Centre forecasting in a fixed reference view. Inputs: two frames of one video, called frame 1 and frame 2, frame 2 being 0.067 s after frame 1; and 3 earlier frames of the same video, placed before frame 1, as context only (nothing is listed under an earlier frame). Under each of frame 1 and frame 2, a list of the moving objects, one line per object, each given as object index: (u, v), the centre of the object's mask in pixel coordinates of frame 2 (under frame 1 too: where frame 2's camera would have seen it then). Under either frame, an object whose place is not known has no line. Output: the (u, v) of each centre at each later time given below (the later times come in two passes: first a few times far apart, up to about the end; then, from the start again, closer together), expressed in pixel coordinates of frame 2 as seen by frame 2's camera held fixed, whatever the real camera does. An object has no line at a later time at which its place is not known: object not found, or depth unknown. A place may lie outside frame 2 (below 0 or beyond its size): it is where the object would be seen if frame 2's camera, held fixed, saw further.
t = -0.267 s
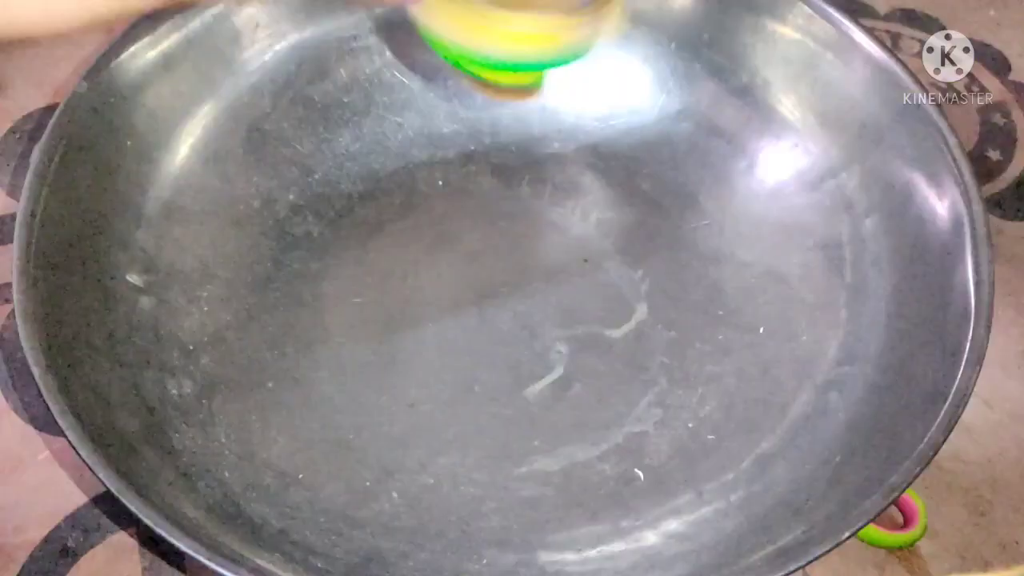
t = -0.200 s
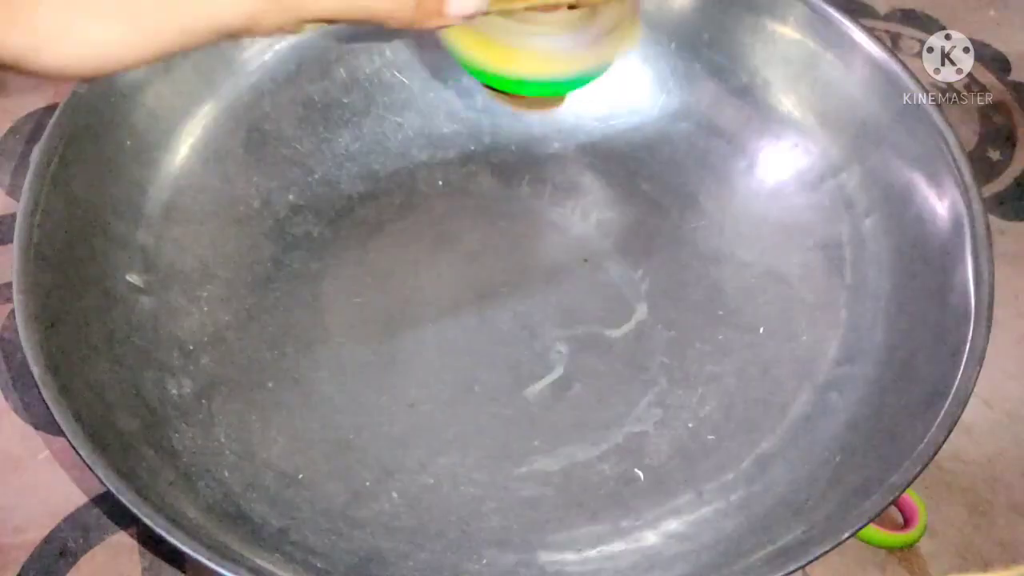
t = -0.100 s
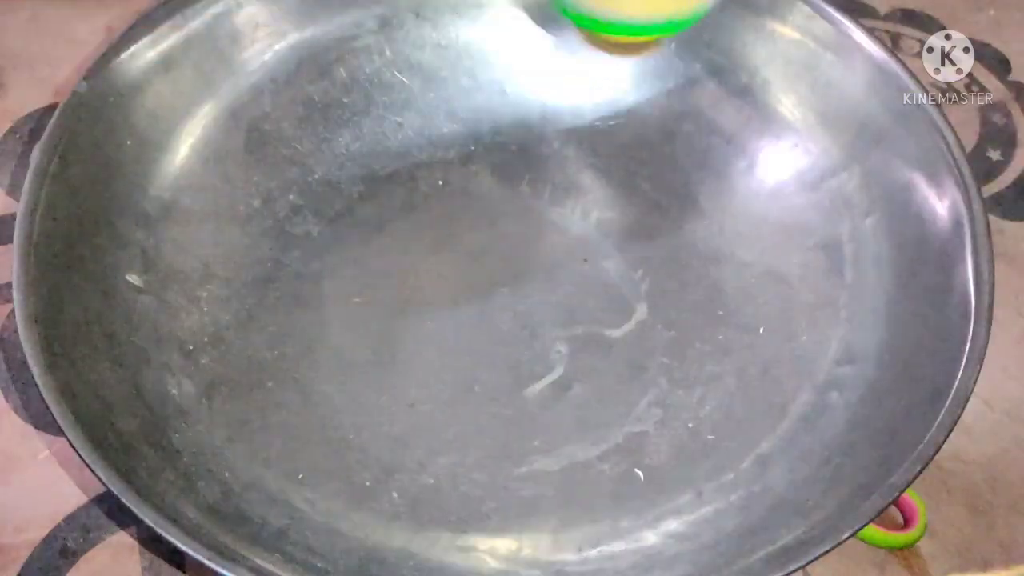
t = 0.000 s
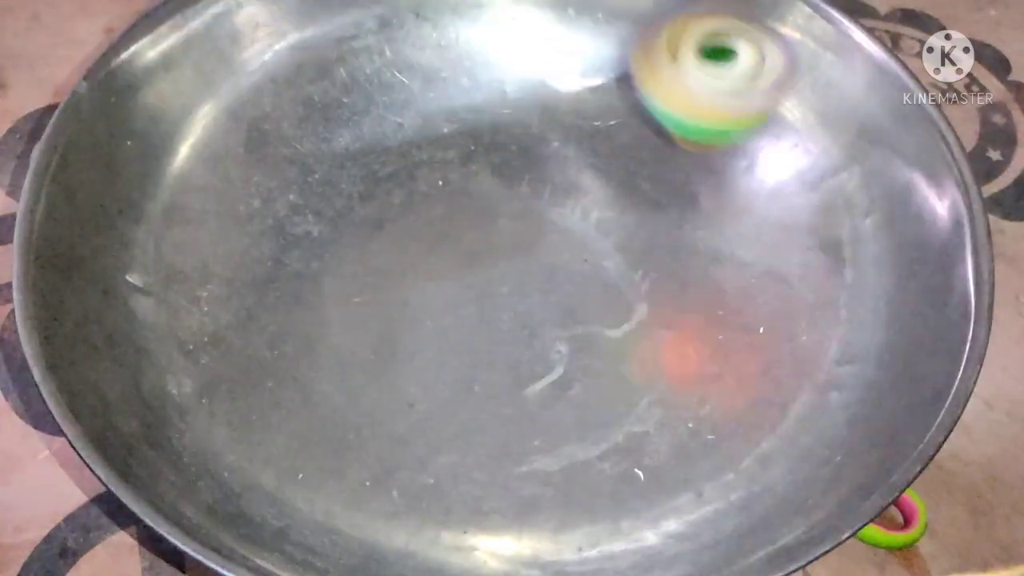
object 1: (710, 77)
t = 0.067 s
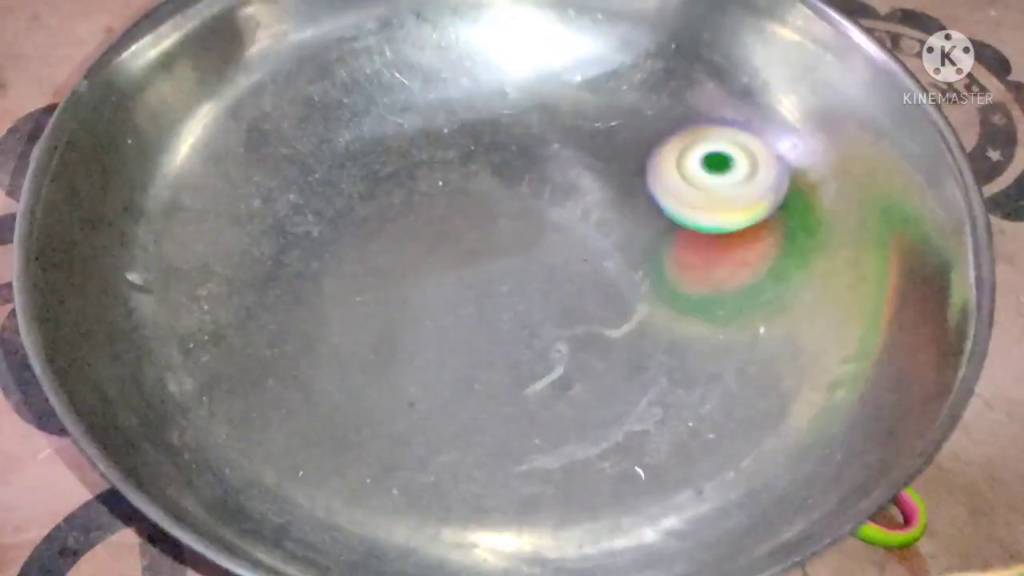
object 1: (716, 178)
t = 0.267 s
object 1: (648, 273)
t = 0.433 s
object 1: (589, 278)
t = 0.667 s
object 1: (509, 215)
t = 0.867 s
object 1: (465, 185)
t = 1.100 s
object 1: (446, 182)
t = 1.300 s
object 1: (450, 194)
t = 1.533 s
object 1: (432, 207)
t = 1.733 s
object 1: (408, 224)
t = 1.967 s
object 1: (405, 241)
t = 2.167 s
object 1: (399, 260)
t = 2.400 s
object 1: (406, 273)
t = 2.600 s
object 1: (411, 283)
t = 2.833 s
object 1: (417, 282)
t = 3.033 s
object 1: (418, 276)
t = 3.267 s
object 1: (418, 266)
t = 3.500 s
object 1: (415, 243)
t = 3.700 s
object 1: (412, 214)
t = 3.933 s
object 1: (432, 167)
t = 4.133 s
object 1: (477, 153)
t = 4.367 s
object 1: (512, 172)
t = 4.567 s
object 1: (524, 201)
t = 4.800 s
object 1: (507, 238)
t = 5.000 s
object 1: (481, 262)
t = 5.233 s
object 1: (448, 290)
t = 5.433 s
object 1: (408, 308)
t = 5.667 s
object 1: (360, 278)
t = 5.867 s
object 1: (366, 231)
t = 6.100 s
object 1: (435, 199)
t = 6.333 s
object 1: (495, 196)
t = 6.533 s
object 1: (519, 198)
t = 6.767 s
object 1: (522, 200)
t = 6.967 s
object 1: (517, 197)
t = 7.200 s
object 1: (500, 196)
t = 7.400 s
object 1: (475, 199)
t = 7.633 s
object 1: (448, 209)
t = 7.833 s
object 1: (425, 227)
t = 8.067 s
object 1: (403, 251)
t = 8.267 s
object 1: (396, 254)
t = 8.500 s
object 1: (405, 252)
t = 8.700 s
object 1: (408, 249)
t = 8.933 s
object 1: (413, 239)
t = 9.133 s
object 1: (408, 231)
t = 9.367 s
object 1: (404, 224)
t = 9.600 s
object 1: (401, 222)
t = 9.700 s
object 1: (402, 221)
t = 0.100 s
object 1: (709, 184)
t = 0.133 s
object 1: (697, 205)
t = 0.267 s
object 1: (648, 273)
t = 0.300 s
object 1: (636, 276)
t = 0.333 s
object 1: (624, 278)
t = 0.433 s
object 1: (589, 278)
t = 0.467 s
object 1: (576, 273)
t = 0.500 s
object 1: (563, 264)
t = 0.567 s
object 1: (545, 249)
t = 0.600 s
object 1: (535, 241)
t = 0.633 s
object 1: (524, 230)
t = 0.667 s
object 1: (509, 215)
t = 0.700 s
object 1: (501, 209)
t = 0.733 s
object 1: (491, 202)
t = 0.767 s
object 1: (482, 195)
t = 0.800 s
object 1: (476, 189)
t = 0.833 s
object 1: (470, 188)
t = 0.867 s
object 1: (465, 185)
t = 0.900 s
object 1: (460, 182)
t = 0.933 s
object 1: (459, 181)
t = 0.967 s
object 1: (454, 182)
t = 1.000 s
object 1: (451, 182)
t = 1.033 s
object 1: (451, 182)
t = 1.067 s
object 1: (447, 182)
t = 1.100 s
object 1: (446, 182)
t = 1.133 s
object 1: (448, 185)
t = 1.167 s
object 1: (447, 185)
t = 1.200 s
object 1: (450, 187)
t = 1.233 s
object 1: (450, 191)
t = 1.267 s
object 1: (449, 192)
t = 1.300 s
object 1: (450, 194)
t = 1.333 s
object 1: (449, 194)
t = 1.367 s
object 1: (449, 196)
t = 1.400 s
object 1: (445, 198)
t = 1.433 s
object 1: (444, 199)
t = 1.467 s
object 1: (439, 203)
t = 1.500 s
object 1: (435, 203)
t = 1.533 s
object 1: (432, 207)
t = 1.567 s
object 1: (426, 209)
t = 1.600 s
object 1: (422, 213)
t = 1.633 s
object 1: (417, 214)
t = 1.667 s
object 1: (413, 218)
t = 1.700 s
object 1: (410, 220)
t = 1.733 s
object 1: (408, 224)
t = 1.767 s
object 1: (408, 225)
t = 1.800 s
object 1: (405, 228)
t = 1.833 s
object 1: (407, 230)
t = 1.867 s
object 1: (404, 232)
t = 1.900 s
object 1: (406, 236)
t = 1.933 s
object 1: (404, 237)
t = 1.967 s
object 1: (405, 241)
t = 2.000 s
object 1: (405, 243)
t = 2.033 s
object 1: (404, 247)
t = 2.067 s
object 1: (403, 252)
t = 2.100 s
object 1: (399, 254)
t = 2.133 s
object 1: (399, 258)
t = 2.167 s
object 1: (399, 260)
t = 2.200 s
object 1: (397, 263)
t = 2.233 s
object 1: (400, 265)
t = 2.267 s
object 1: (400, 265)
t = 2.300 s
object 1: (401, 267)
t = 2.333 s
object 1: (404, 269)
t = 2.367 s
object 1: (405, 269)
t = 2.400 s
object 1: (406, 273)
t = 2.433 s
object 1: (408, 276)
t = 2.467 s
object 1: (408, 278)
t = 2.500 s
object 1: (408, 280)
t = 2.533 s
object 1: (411, 282)
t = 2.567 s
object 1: (412, 281)
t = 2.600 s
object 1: (411, 283)
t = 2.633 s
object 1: (412, 284)
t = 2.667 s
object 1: (415, 284)
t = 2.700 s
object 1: (414, 284)
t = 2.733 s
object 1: (413, 284)
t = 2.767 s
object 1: (415, 284)
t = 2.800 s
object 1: (417, 283)
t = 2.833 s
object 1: (417, 282)
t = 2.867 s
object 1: (416, 281)
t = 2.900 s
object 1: (417, 281)
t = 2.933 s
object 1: (419, 280)
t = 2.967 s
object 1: (419, 278)
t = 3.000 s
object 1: (418, 277)
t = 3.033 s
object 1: (418, 276)
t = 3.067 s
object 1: (420, 275)
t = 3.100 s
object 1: (421, 274)
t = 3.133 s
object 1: (419, 272)
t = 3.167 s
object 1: (418, 271)
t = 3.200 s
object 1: (418, 269)
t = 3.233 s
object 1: (418, 268)
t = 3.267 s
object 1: (418, 266)
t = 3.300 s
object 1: (418, 263)
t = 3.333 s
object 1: (416, 261)
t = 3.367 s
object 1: (414, 259)
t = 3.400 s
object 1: (414, 256)
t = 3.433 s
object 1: (414, 253)
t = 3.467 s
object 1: (414, 248)
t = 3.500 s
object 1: (415, 243)
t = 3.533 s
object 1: (414, 239)
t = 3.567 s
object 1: (412, 236)
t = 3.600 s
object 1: (410, 231)
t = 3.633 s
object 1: (410, 226)
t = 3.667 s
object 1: (411, 220)
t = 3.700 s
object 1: (412, 214)
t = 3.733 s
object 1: (413, 208)
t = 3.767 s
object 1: (415, 200)
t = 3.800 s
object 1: (418, 192)
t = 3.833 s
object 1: (421, 184)
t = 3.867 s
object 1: (424, 178)
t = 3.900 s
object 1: (430, 170)
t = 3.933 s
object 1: (432, 167)
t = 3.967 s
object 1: (437, 162)
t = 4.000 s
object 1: (449, 159)
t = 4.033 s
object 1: (457, 156)
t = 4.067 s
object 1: (464, 155)
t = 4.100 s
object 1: (471, 153)
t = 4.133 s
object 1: (477, 153)
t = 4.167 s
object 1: (483, 154)
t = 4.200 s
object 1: (489, 155)
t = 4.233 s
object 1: (495, 158)
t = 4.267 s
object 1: (500, 161)
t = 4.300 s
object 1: (504, 165)
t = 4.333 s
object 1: (508, 169)
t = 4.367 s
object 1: (512, 172)
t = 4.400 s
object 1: (515, 176)
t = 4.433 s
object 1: (518, 181)
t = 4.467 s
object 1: (521, 186)
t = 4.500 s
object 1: (522, 191)
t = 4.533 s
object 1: (523, 196)
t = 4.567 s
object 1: (524, 201)
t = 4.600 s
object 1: (524, 206)
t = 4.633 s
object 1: (522, 211)
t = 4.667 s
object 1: (519, 216)
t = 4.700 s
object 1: (516, 222)
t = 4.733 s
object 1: (514, 227)
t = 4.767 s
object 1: (510, 233)
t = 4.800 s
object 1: (507, 238)
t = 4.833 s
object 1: (503, 242)
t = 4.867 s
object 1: (499, 247)
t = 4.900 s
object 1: (495, 252)
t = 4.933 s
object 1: (490, 256)
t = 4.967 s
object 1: (485, 259)
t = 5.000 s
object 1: (481, 262)
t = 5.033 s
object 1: (476, 265)
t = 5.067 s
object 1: (471, 268)
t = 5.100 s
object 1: (466, 273)
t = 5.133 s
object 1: (461, 277)
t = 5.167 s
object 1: (456, 281)
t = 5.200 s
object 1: (452, 286)
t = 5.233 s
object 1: (448, 290)
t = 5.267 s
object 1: (443, 296)
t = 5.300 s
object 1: (437, 300)
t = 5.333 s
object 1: (430, 303)
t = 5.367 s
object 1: (423, 306)
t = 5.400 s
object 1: (415, 308)
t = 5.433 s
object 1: (408, 308)
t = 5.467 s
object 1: (400, 308)
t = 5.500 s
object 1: (394, 307)
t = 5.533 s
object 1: (387, 303)
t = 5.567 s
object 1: (379, 299)
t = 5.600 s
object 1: (372, 293)
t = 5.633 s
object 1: (365, 286)
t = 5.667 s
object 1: (360, 278)
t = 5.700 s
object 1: (358, 270)
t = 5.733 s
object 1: (359, 262)
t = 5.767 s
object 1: (359, 255)
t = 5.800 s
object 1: (359, 248)
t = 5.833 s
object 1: (362, 240)
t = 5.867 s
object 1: (366, 231)
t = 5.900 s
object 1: (374, 224)
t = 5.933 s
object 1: (384, 218)
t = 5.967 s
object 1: (393, 213)
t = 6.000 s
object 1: (401, 209)
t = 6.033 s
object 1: (411, 204)
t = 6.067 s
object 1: (423, 200)
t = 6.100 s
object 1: (435, 199)
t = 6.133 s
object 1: (446, 197)
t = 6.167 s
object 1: (455, 197)
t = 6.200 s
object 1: (462, 196)
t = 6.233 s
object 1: (471, 195)
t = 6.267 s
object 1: (481, 195)
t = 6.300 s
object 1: (489, 196)
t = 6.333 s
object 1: (495, 196)
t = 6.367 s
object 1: (501, 196)
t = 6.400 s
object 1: (509, 197)
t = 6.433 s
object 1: (514, 198)
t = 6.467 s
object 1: (516, 199)
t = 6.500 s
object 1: (517, 199)
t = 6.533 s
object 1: (519, 198)
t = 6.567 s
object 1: (522, 200)
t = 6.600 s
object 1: (521, 201)
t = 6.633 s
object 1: (521, 200)
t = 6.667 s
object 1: (522, 199)
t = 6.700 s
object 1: (525, 200)
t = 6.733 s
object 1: (523, 201)
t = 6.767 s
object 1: (522, 200)
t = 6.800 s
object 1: (523, 198)
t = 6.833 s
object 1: (524, 199)
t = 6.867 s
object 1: (521, 199)
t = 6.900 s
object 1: (519, 197)
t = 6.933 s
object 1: (519, 196)
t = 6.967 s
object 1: (517, 197)
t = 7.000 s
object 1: (512, 197)
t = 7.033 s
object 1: (510, 195)
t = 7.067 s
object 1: (510, 195)
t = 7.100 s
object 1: (506, 197)
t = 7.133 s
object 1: (502, 195)
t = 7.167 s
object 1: (501, 194)
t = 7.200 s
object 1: (500, 196)
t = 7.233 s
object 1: (495, 197)
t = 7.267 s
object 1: (491, 195)
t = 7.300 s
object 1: (490, 197)
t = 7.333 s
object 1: (485, 197)
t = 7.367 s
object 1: (480, 200)
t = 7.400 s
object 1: (475, 199)
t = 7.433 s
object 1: (474, 199)
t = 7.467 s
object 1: (470, 202)
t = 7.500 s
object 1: (465, 202)
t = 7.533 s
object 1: (461, 203)
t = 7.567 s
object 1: (459, 208)
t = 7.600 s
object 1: (452, 208)
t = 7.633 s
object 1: (448, 209)
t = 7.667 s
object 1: (447, 214)
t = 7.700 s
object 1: (440, 217)
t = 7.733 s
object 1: (436, 218)
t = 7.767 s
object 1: (434, 223)
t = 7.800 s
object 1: (427, 226)
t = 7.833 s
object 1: (425, 227)
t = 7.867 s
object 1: (423, 231)
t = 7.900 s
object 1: (417, 235)
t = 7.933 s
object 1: (414, 237)
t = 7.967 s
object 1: (413, 242)
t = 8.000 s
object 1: (407, 244)
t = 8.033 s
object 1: (405, 245)
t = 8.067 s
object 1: (403, 251)
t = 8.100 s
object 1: (399, 251)
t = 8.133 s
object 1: (402, 251)
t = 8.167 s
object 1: (399, 253)
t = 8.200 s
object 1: (397, 251)
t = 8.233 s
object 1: (400, 252)
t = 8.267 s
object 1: (396, 254)
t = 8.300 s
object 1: (396, 253)
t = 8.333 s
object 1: (399, 255)
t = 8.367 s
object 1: (397, 254)
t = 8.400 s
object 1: (400, 253)
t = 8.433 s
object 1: (401, 255)
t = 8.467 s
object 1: (400, 253)
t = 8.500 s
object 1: (405, 252)
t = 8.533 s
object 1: (403, 253)
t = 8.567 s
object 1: (404, 250)
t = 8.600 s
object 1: (407, 250)
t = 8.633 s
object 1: (405, 250)
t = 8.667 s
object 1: (409, 249)
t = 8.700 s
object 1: (408, 249)
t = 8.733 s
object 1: (409, 247)
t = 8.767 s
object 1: (413, 246)
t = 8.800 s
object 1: (410, 245)
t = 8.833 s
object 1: (412, 243)
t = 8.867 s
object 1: (411, 243)
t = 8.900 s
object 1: (411, 239)
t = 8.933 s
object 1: (413, 239)
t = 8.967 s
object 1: (410, 238)
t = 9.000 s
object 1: (412, 235)
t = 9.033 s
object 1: (411, 236)
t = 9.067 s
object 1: (409, 232)
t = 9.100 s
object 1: (412, 232)
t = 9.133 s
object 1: (408, 231)
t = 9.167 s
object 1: (411, 229)
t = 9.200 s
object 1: (407, 230)
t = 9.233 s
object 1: (407, 225)
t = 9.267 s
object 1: (409, 227)
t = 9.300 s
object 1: (405, 225)
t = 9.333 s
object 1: (408, 224)
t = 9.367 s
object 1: (404, 224)
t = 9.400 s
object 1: (405, 221)
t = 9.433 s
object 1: (404, 224)
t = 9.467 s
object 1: (402, 221)
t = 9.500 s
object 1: (405, 222)
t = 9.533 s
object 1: (401, 221)
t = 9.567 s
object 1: (404, 221)
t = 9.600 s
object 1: (401, 222)
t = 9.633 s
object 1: (403, 220)
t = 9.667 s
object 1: (403, 223)
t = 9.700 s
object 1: (402, 221)
